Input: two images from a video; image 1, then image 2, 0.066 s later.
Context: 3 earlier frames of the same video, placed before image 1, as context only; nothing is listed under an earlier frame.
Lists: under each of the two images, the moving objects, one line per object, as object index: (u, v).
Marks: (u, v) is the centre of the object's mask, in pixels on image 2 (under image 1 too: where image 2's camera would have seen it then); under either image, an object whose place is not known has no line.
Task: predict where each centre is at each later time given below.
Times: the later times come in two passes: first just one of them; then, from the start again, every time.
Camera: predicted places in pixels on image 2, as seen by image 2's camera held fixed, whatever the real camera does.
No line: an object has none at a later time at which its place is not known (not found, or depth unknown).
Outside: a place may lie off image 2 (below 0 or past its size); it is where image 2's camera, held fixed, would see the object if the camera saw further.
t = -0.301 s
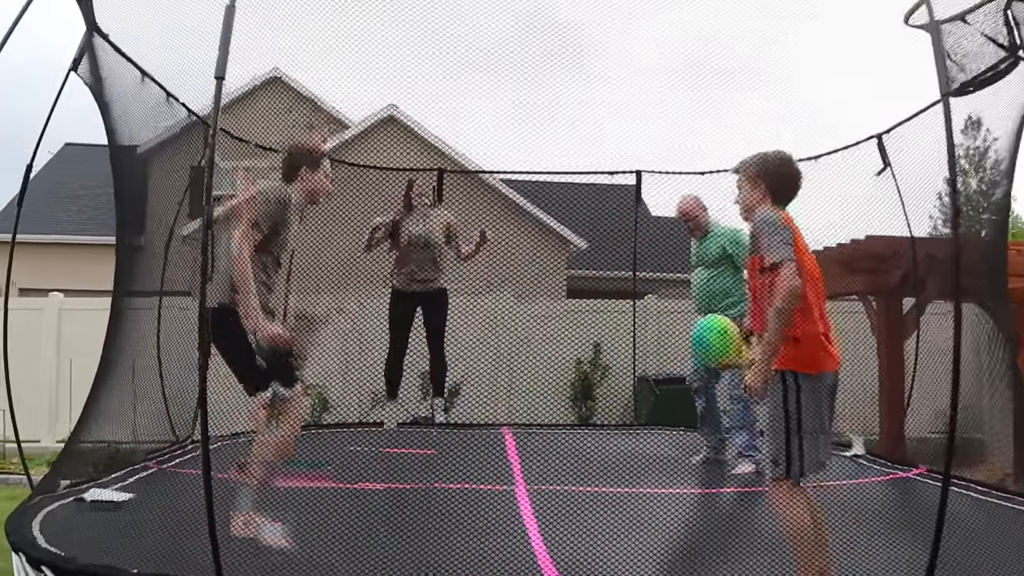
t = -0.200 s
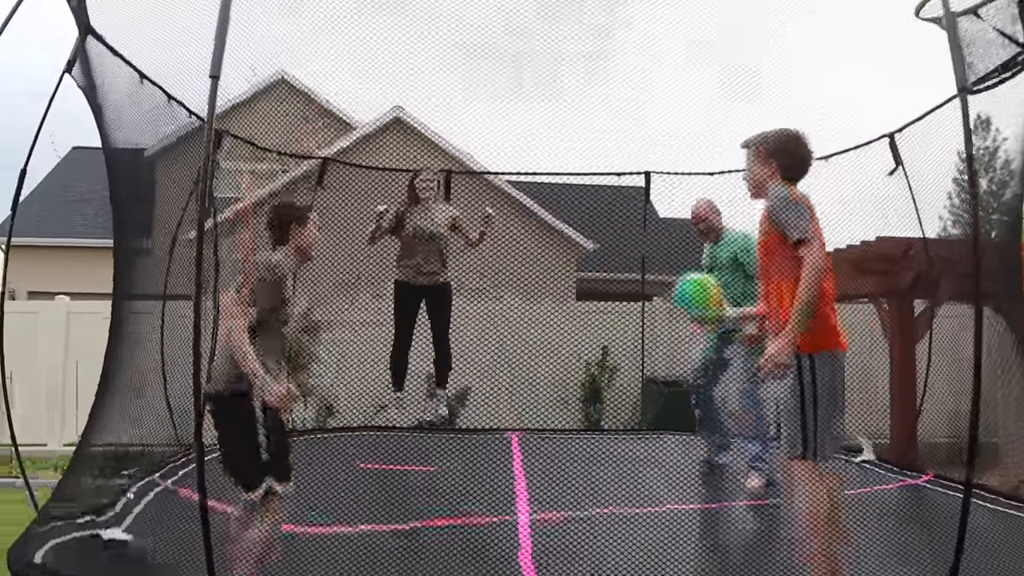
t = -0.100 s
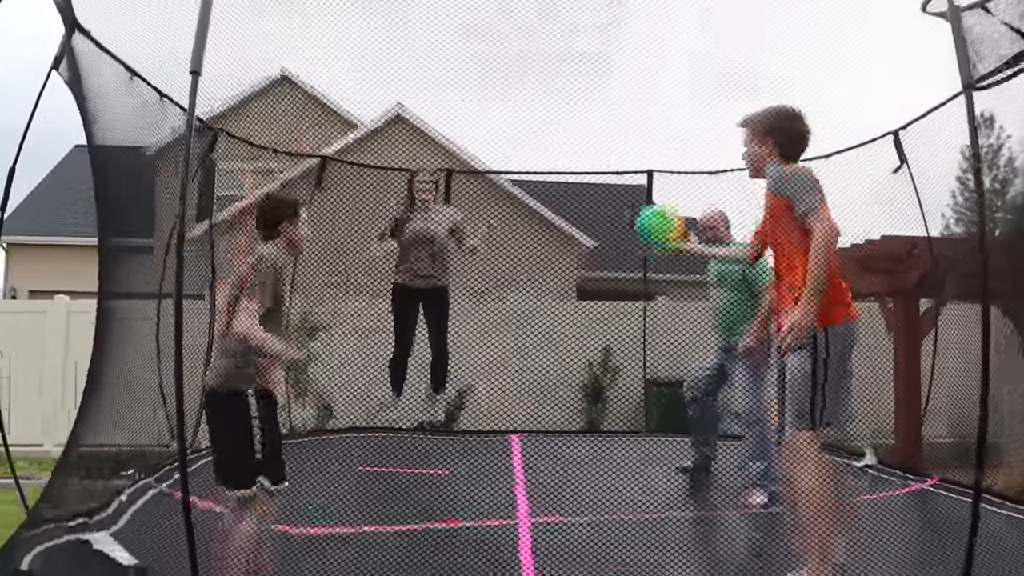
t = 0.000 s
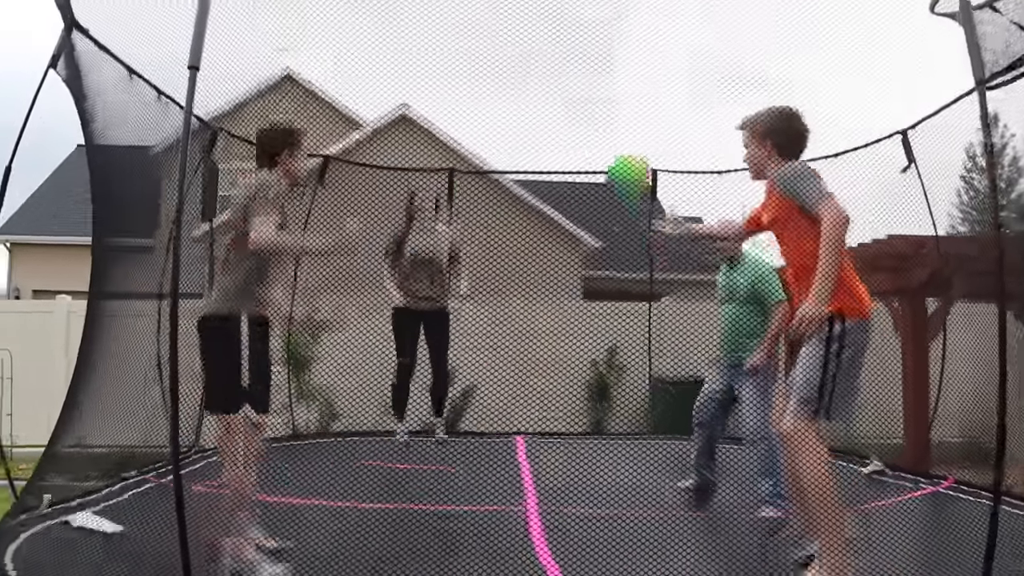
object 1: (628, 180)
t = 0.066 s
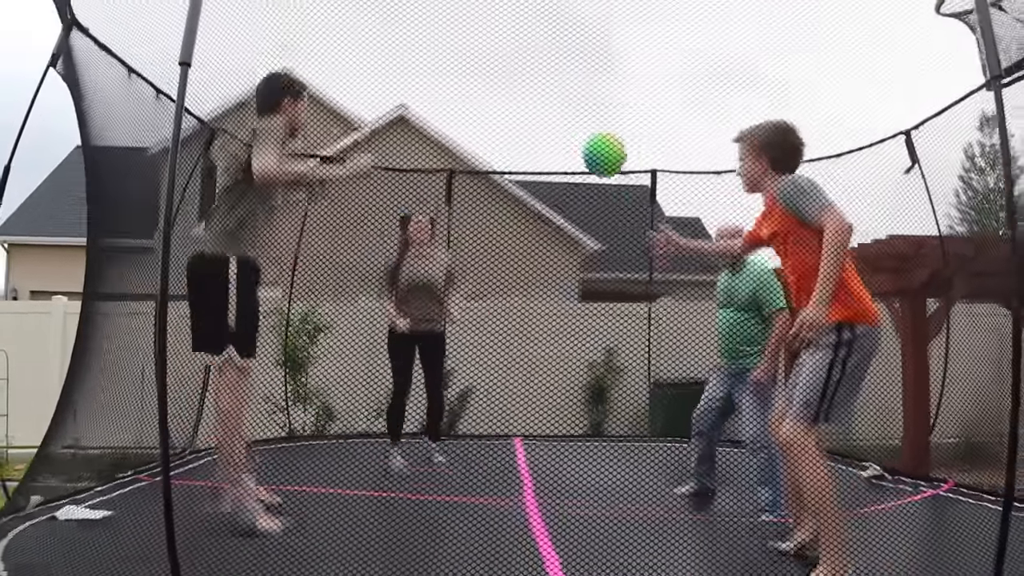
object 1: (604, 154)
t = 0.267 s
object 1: (550, 151)
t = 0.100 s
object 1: (594, 149)
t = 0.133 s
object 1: (584, 144)
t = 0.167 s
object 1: (574, 143)
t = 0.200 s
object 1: (567, 143)
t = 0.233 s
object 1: (558, 145)
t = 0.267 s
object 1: (550, 151)
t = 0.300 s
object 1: (543, 156)
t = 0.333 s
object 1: (536, 165)
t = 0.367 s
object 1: (528, 173)
